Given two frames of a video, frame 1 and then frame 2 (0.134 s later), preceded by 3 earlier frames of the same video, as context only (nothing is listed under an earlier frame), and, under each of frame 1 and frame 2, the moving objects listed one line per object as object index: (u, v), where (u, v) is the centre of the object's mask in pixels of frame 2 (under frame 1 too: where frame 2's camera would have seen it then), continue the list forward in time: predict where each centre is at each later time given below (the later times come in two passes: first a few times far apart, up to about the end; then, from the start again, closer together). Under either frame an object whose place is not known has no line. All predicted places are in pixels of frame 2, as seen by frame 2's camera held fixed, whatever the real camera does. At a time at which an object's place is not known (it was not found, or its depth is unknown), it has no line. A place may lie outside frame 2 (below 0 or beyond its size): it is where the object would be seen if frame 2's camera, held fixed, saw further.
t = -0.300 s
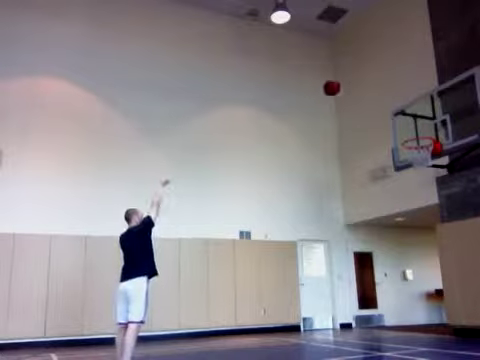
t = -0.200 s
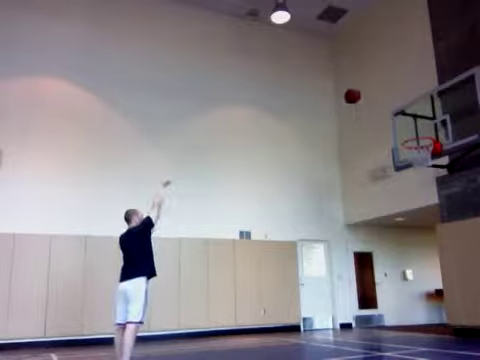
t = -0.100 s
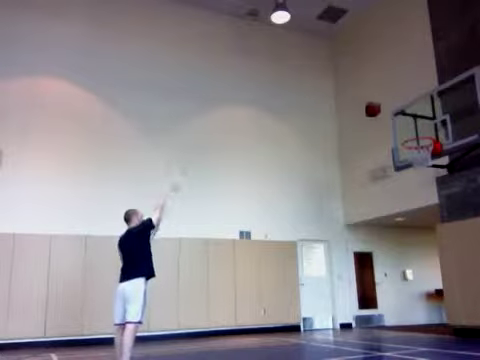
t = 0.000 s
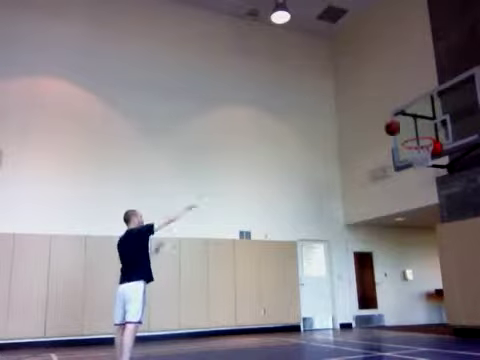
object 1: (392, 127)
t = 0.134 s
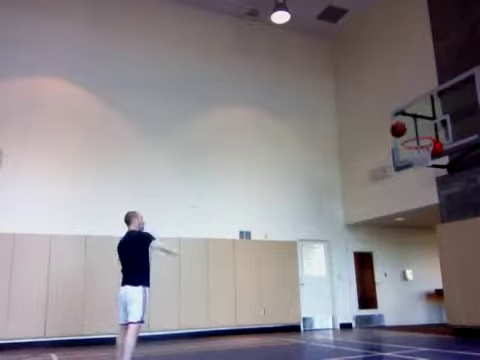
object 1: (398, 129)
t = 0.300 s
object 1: (396, 127)
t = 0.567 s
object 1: (395, 156)
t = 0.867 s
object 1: (400, 235)
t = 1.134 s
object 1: (406, 330)
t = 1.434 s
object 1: (397, 256)
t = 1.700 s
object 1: (394, 242)
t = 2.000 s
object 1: (396, 273)
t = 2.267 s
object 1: (400, 327)
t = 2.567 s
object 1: (394, 285)
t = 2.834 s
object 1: (394, 294)
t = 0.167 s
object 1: (397, 127)
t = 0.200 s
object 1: (397, 127)
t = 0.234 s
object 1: (397, 127)
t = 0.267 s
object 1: (397, 127)
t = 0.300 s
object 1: (396, 127)
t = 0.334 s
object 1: (396, 128)
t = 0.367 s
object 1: (395, 130)
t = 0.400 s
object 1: (395, 133)
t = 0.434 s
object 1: (395, 137)
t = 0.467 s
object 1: (395, 141)
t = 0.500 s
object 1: (395, 146)
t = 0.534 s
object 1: (395, 151)
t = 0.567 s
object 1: (395, 156)
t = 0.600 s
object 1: (394, 162)
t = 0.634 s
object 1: (395, 170)
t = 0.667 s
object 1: (396, 177)
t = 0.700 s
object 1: (396, 185)
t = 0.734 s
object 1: (397, 194)
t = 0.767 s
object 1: (397, 204)
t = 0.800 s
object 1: (398, 213)
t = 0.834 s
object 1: (400, 222)
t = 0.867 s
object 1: (400, 235)
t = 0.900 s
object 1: (400, 247)
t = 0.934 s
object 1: (401, 259)
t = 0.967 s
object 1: (402, 273)
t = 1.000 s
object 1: (403, 286)
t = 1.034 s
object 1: (404, 301)
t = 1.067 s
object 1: (405, 316)
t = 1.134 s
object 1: (406, 330)
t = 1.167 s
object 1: (404, 318)
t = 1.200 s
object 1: (403, 307)
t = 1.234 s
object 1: (402, 297)
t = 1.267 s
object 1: (401, 288)
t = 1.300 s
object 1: (400, 280)
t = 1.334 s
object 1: (399, 273)
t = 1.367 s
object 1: (398, 267)
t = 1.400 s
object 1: (397, 261)
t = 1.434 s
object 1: (397, 256)
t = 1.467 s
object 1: (396, 252)
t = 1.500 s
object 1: (395, 248)
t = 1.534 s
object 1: (395, 246)
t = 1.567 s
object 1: (394, 244)
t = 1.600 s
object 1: (394, 242)
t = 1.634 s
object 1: (394, 242)
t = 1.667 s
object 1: (394, 242)
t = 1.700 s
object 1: (394, 242)
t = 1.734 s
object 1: (394, 242)
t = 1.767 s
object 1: (394, 244)
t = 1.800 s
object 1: (393, 245)
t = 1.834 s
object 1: (394, 248)
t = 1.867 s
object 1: (394, 253)
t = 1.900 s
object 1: (395, 257)
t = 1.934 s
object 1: (395, 262)
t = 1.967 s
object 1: (395, 267)
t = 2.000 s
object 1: (396, 273)
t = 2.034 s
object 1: (396, 280)
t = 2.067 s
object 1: (397, 287)
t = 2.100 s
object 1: (398, 295)
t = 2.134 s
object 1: (399, 303)
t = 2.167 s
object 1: (399, 312)
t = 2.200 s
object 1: (400, 322)
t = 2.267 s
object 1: (400, 327)
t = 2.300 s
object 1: (399, 319)
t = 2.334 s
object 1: (399, 312)
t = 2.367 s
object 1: (398, 307)
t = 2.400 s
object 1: (397, 301)
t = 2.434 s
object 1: (396, 297)
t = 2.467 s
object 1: (396, 293)
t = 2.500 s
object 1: (395, 290)
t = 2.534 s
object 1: (395, 287)
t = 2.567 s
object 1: (394, 285)
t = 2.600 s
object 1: (394, 284)
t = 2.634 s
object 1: (394, 284)
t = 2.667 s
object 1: (394, 284)
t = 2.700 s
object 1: (394, 284)
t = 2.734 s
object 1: (394, 285)
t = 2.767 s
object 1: (394, 287)
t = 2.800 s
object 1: (394, 290)
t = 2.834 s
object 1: (394, 294)
